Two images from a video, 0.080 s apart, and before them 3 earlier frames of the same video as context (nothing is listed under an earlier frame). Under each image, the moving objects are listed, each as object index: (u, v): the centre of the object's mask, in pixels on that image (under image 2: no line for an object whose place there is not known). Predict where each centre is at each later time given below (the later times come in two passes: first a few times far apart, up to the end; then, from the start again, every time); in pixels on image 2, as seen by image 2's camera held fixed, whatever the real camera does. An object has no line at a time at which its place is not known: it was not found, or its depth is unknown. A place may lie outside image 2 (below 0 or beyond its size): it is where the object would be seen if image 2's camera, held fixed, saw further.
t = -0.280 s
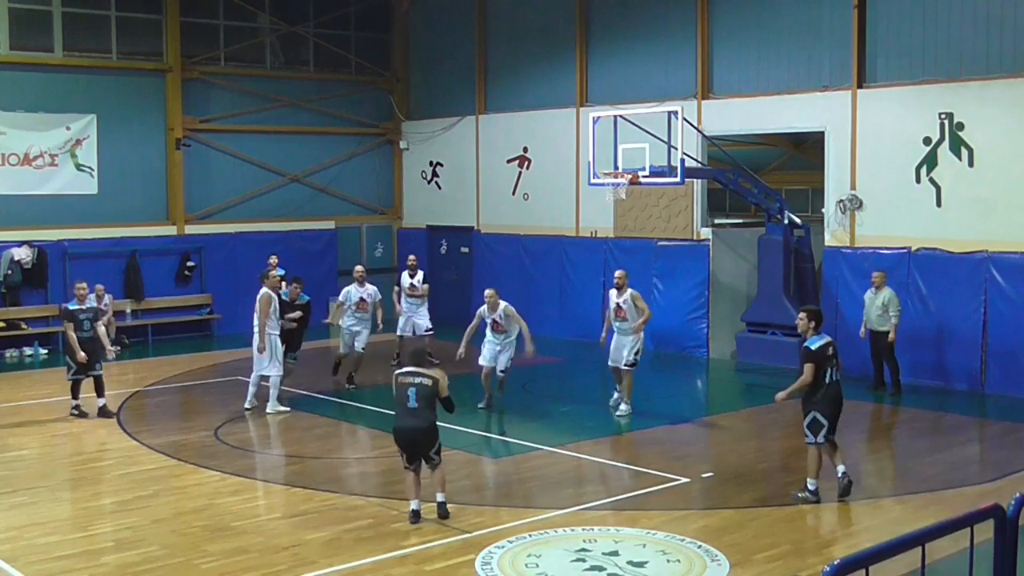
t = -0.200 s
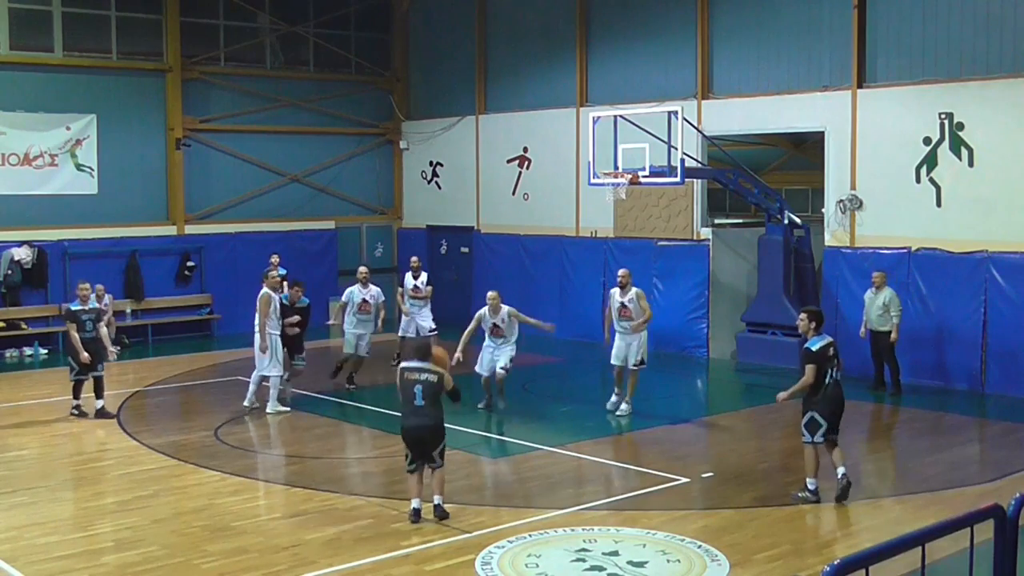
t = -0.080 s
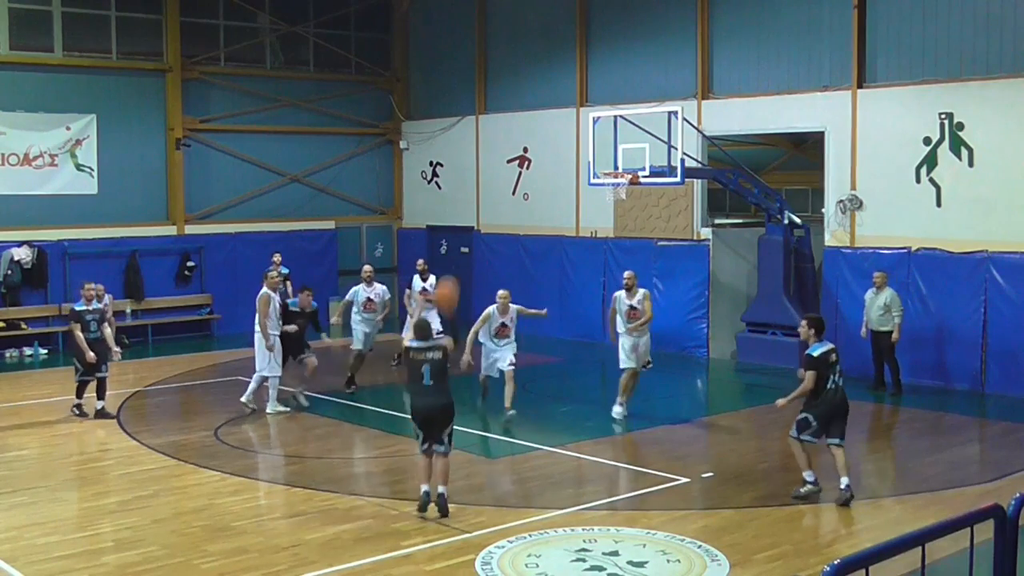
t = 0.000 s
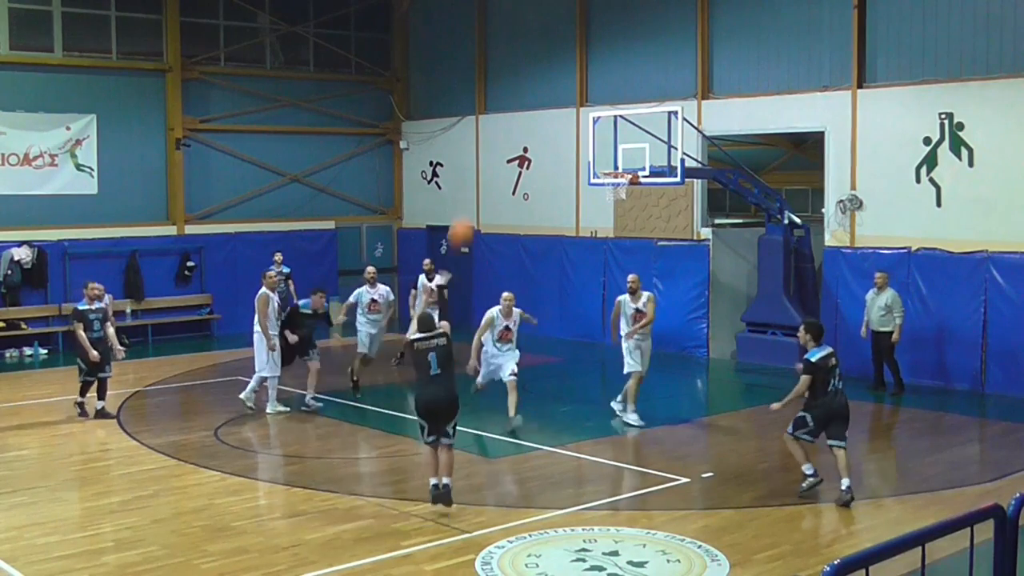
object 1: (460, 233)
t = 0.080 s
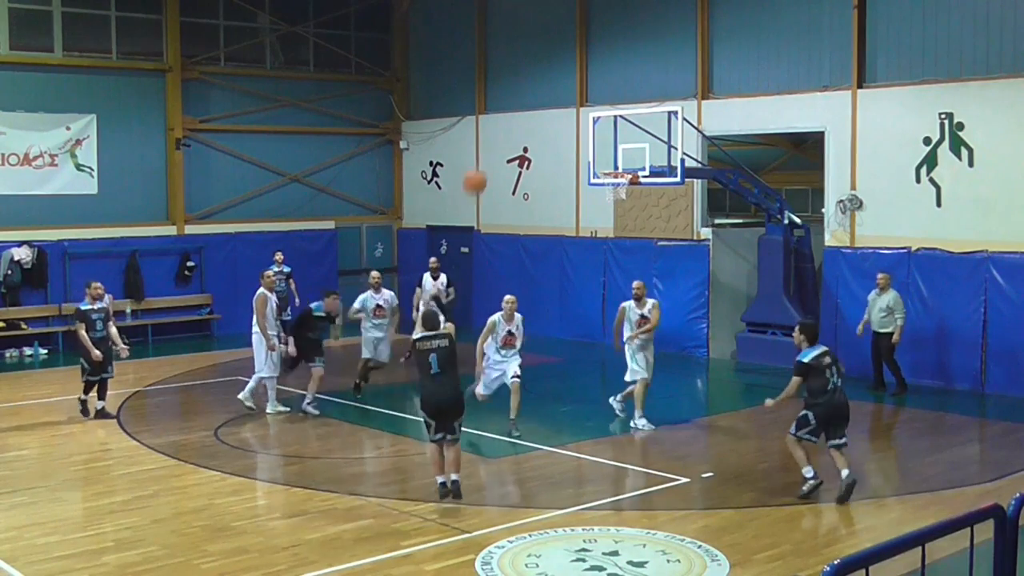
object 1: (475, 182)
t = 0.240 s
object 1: (501, 105)
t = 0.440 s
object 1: (529, 57)
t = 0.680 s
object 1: (558, 50)
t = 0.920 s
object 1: (581, 84)
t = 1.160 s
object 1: (602, 153)
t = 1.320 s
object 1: (584, 194)
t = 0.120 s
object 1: (482, 159)
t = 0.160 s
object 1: (488, 140)
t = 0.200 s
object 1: (495, 121)
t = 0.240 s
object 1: (501, 105)
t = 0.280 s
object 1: (507, 92)
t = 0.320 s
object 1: (513, 81)
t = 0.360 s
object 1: (518, 71)
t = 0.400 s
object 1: (524, 64)
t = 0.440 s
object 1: (529, 57)
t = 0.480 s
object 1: (534, 53)
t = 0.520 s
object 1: (539, 49)
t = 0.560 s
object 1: (544, 47)
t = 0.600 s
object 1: (549, 47)
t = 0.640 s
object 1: (553, 48)
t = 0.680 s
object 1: (558, 50)
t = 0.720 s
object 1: (562, 54)
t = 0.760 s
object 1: (566, 58)
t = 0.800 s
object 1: (570, 62)
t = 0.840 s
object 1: (574, 69)
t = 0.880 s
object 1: (578, 77)
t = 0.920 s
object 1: (581, 84)
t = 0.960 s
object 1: (585, 94)
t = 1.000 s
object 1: (588, 104)
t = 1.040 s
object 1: (593, 115)
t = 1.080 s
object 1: (596, 127)
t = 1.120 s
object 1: (599, 139)
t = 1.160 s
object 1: (602, 153)
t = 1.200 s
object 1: (604, 165)
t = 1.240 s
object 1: (606, 180)
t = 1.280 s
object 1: (595, 187)
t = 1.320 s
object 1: (584, 194)
